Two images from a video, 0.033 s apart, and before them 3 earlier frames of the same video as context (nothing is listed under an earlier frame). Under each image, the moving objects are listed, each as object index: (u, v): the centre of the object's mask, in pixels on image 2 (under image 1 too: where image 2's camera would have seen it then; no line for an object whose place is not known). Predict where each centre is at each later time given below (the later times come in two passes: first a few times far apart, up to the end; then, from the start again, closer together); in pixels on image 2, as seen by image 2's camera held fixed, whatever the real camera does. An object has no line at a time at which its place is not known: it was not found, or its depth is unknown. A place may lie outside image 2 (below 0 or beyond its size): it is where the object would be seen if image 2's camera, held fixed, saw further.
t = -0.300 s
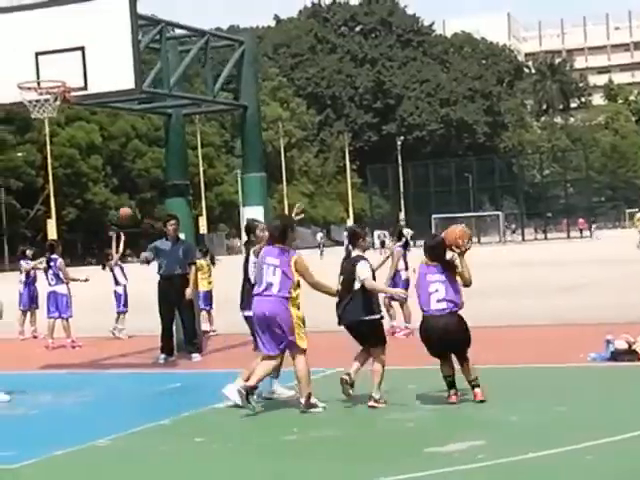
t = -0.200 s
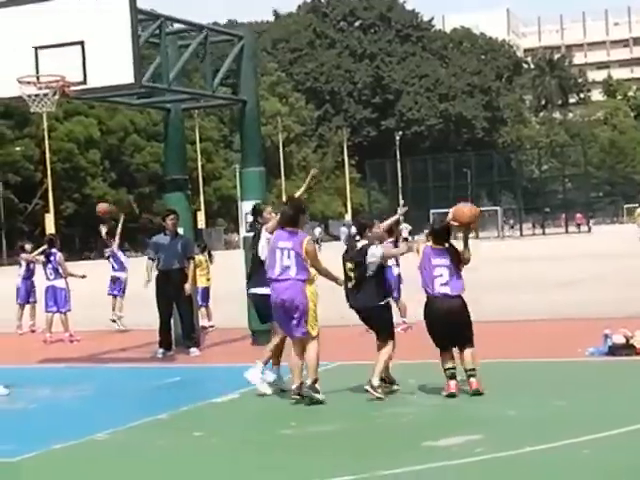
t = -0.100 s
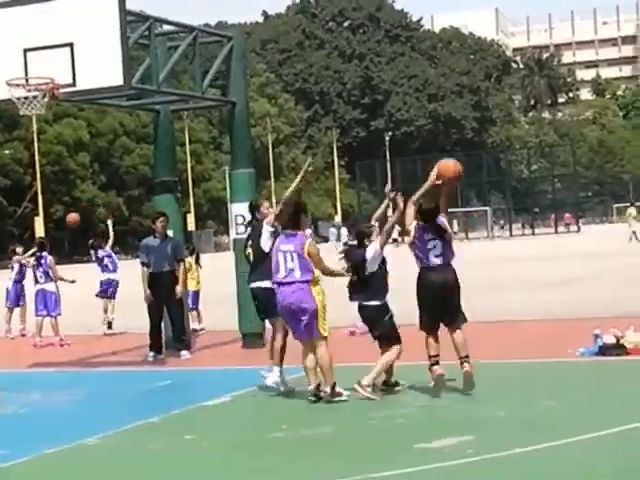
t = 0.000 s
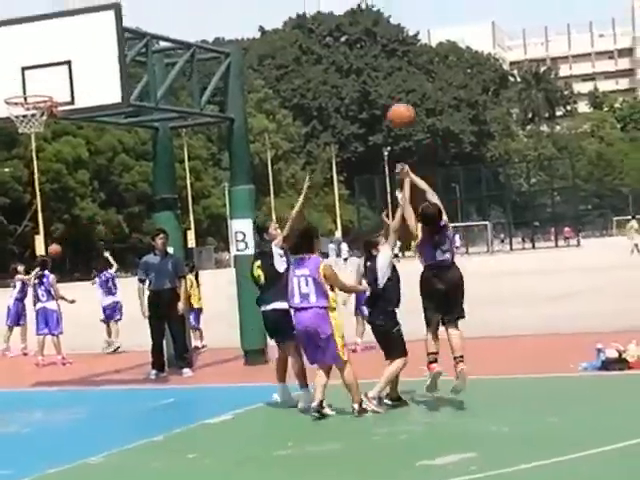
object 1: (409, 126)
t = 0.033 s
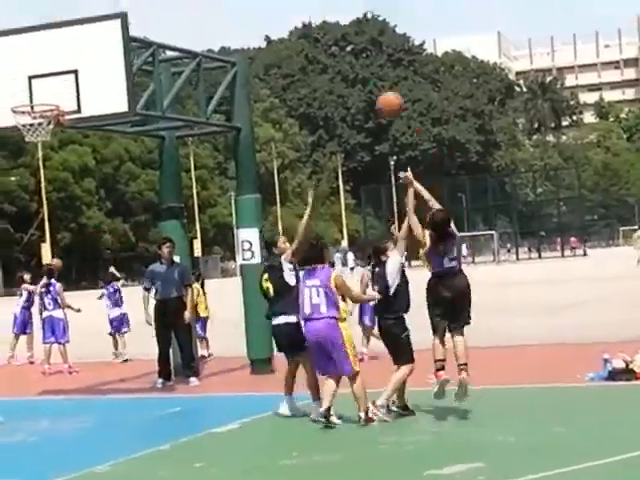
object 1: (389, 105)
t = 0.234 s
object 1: (293, 11)
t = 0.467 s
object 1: (192, -37)
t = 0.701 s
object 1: (102, -29)
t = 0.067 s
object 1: (373, 85)
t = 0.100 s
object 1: (355, 64)
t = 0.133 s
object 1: (339, 49)
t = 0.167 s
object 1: (323, 33)
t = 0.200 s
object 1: (307, 22)
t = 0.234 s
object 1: (293, 11)
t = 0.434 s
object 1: (206, -34)
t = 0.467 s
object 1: (192, -37)
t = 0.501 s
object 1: (179, -40)
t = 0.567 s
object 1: (152, -42)
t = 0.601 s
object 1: (140, -40)
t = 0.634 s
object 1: (126, -38)
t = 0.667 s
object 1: (113, -34)
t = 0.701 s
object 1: (102, -29)
